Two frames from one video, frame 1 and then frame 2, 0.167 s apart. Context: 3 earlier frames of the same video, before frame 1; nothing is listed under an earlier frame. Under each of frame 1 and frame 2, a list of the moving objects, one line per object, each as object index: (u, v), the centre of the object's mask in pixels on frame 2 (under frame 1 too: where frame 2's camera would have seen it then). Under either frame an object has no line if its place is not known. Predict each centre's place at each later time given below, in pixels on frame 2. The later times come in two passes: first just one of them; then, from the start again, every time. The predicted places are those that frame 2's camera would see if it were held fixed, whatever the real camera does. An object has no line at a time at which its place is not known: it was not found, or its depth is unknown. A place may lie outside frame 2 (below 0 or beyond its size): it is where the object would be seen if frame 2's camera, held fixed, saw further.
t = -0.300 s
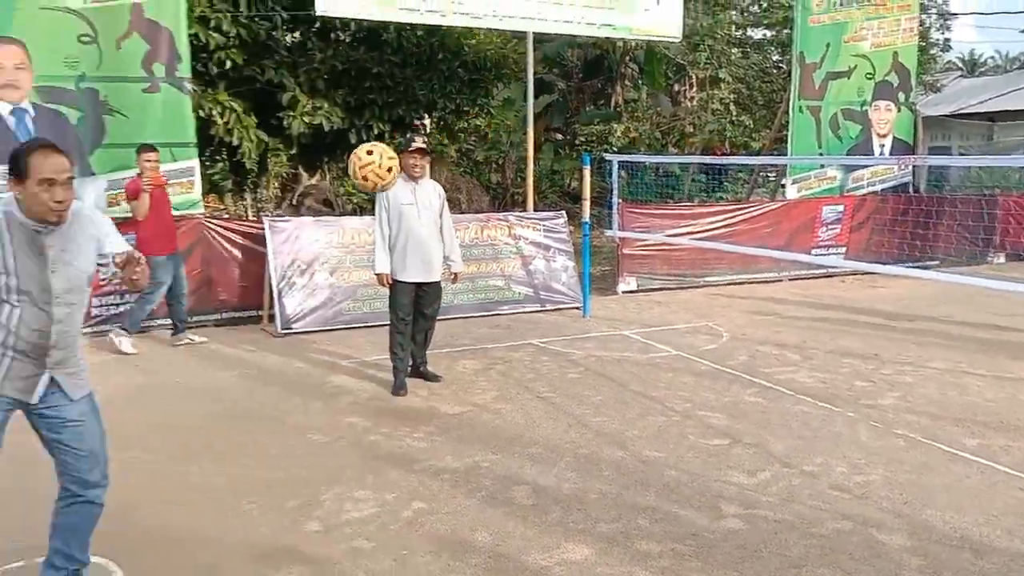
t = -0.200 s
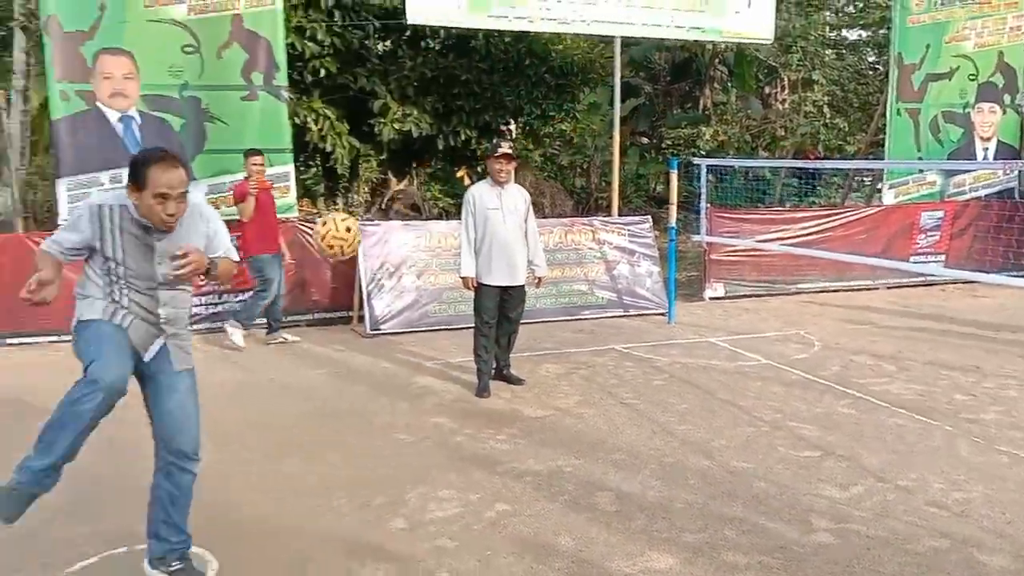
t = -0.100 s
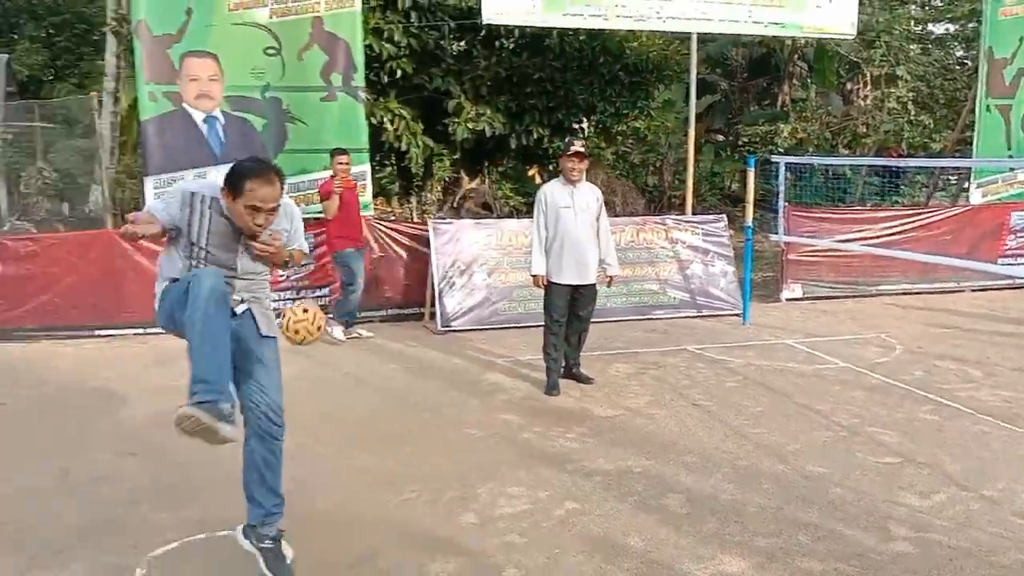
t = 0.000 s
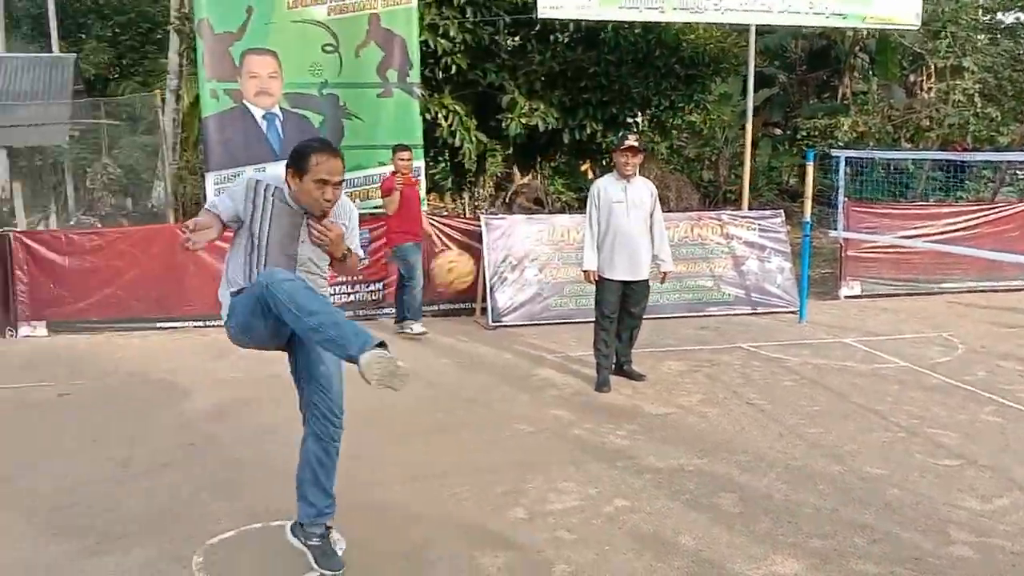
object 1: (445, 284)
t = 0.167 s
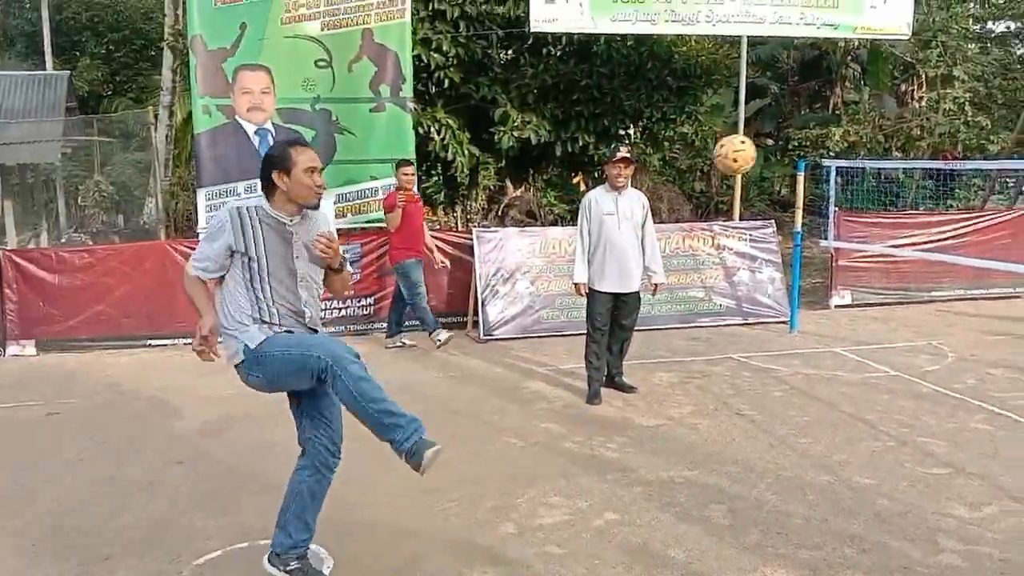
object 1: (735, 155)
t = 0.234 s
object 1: (840, 131)
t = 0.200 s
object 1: (788, 141)
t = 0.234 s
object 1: (840, 131)
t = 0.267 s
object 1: (889, 125)
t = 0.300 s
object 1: (936, 121)
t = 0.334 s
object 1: (983, 121)
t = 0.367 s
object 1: (1027, 126)
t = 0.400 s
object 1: (1073, 133)
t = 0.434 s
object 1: (1112, 141)
